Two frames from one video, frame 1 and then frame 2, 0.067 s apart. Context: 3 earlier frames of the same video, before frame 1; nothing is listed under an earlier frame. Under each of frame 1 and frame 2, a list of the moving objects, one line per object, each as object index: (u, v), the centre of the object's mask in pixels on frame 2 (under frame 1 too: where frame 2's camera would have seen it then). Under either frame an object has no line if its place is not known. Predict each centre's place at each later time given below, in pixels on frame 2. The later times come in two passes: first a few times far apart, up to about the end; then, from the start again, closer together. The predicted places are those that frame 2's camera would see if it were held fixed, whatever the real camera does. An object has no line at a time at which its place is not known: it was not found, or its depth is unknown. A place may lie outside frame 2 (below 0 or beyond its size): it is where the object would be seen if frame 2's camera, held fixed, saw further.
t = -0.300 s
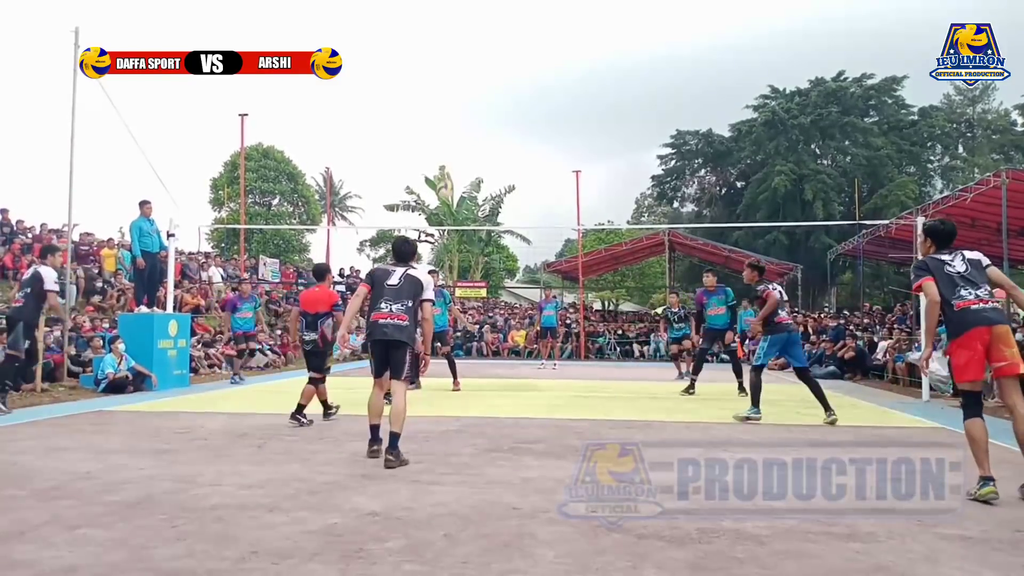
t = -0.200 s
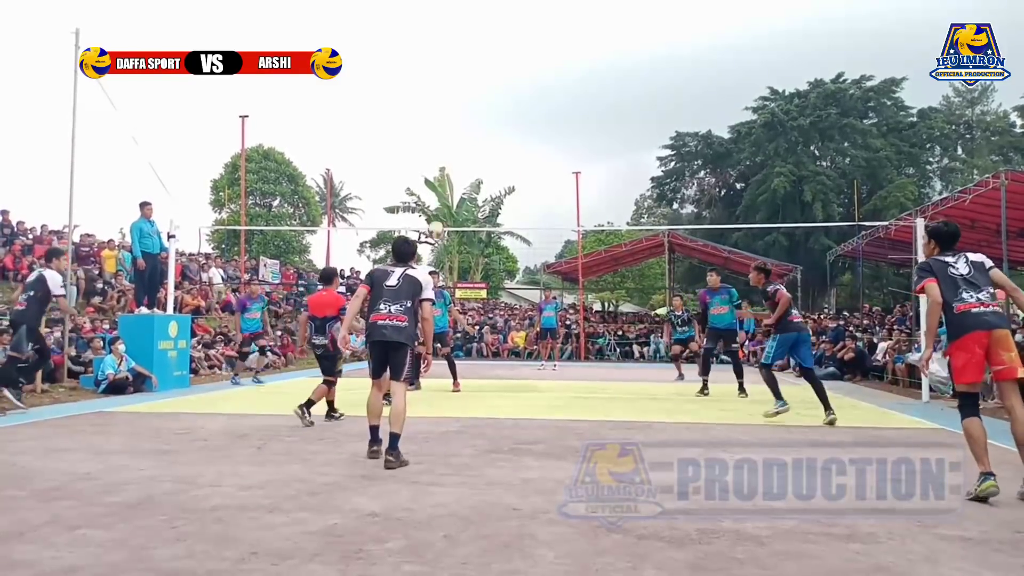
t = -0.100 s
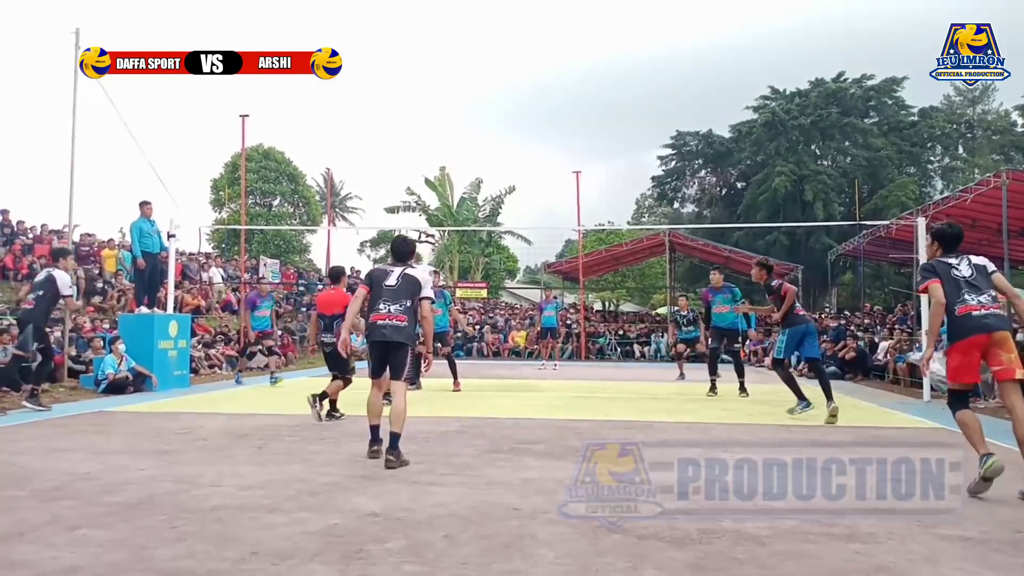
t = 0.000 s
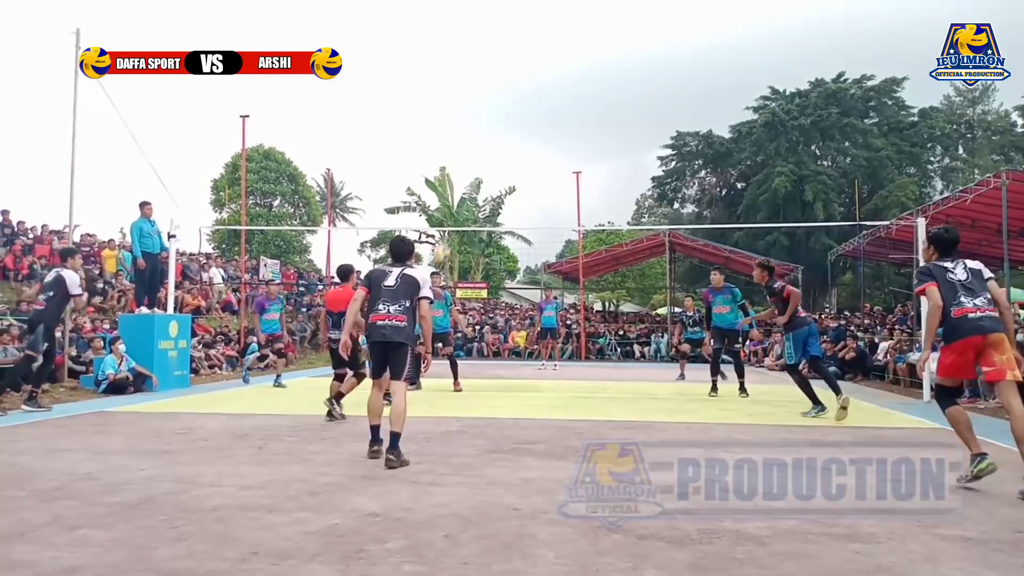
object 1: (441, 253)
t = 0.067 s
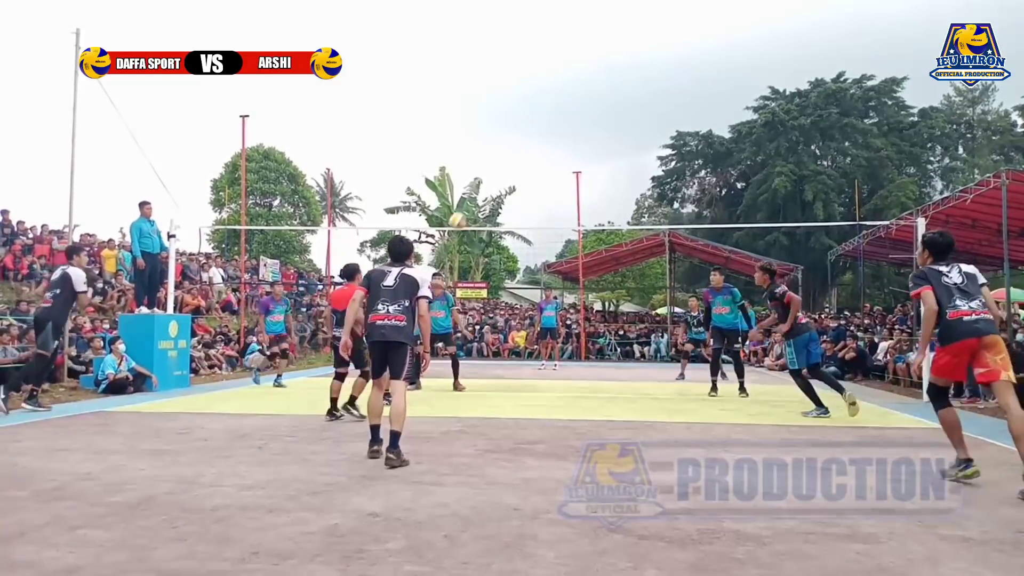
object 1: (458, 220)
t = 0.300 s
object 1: (510, 141)
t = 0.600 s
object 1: (575, 102)
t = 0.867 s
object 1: (628, 124)
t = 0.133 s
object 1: (473, 194)
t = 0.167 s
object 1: (480, 183)
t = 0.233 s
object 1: (495, 160)
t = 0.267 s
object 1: (502, 150)
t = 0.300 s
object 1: (510, 141)
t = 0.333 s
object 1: (518, 133)
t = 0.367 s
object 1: (526, 126)
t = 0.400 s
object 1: (533, 120)
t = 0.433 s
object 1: (540, 115)
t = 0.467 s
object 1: (547, 111)
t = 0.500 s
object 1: (554, 107)
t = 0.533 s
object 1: (561, 105)
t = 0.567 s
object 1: (568, 103)
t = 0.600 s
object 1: (575, 102)
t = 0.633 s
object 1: (582, 102)
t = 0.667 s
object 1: (589, 103)
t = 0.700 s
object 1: (596, 104)
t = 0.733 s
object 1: (602, 107)
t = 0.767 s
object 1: (608, 110)
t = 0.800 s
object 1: (615, 114)
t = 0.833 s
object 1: (621, 119)
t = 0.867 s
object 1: (628, 124)
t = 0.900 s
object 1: (634, 131)
